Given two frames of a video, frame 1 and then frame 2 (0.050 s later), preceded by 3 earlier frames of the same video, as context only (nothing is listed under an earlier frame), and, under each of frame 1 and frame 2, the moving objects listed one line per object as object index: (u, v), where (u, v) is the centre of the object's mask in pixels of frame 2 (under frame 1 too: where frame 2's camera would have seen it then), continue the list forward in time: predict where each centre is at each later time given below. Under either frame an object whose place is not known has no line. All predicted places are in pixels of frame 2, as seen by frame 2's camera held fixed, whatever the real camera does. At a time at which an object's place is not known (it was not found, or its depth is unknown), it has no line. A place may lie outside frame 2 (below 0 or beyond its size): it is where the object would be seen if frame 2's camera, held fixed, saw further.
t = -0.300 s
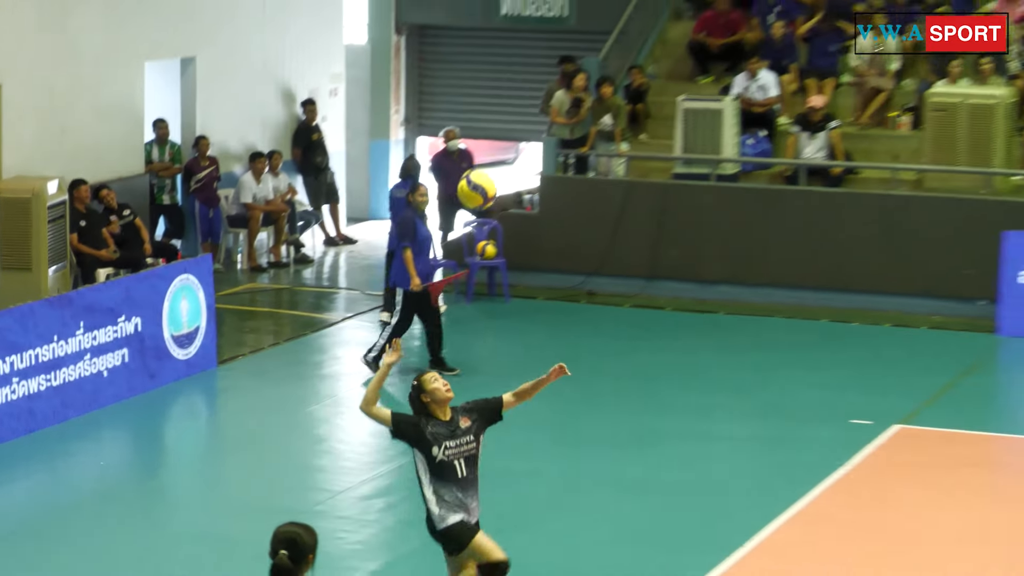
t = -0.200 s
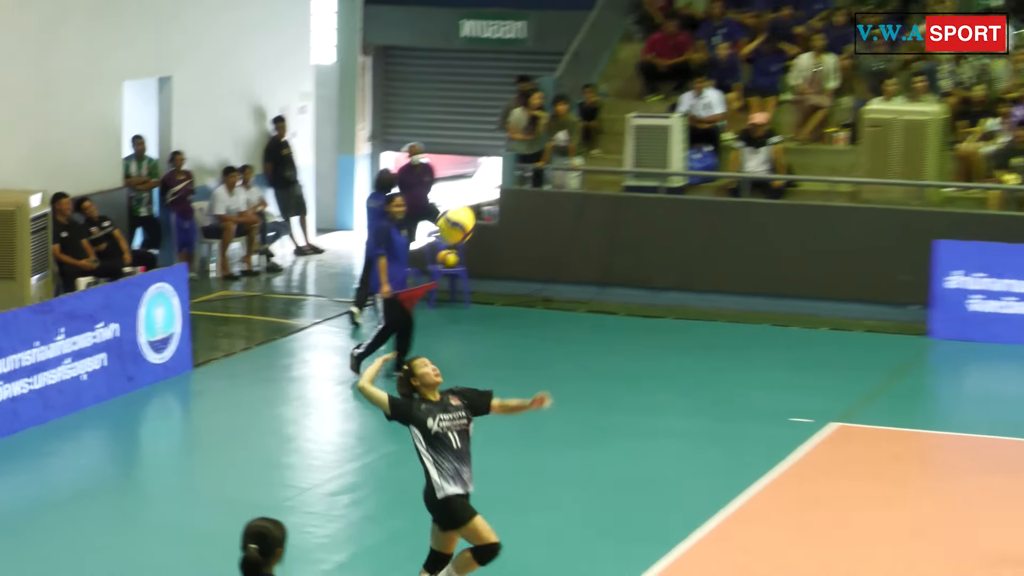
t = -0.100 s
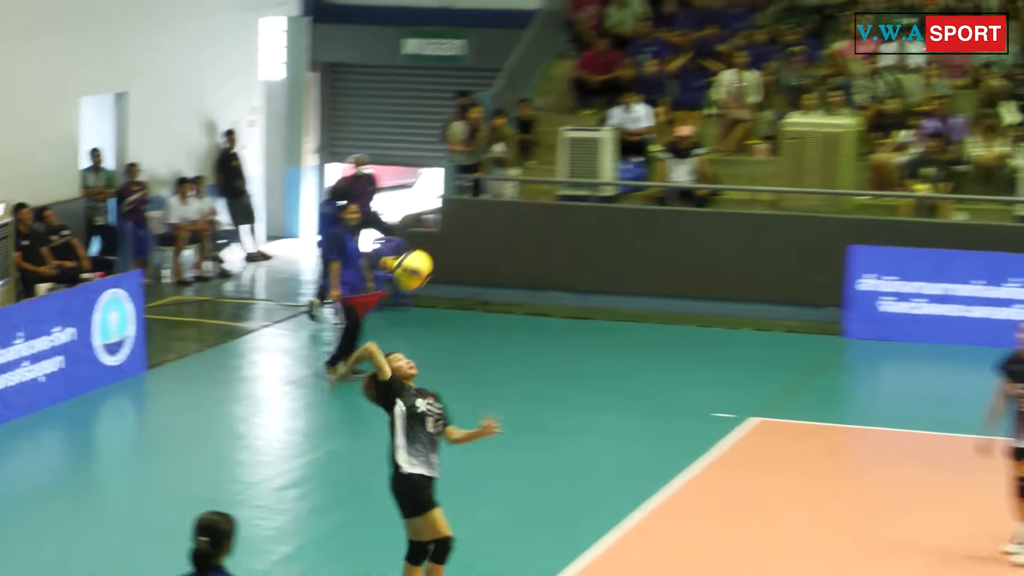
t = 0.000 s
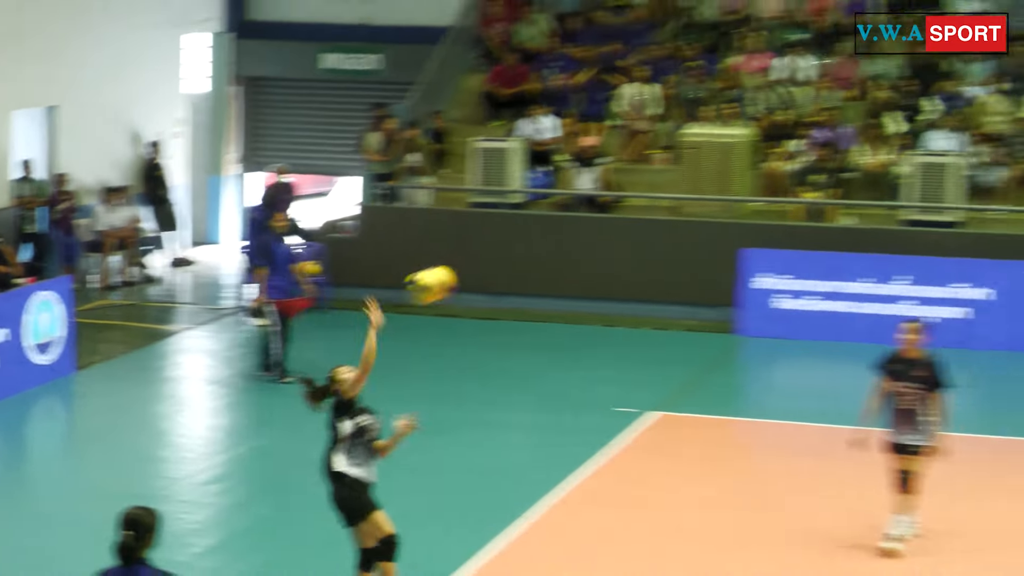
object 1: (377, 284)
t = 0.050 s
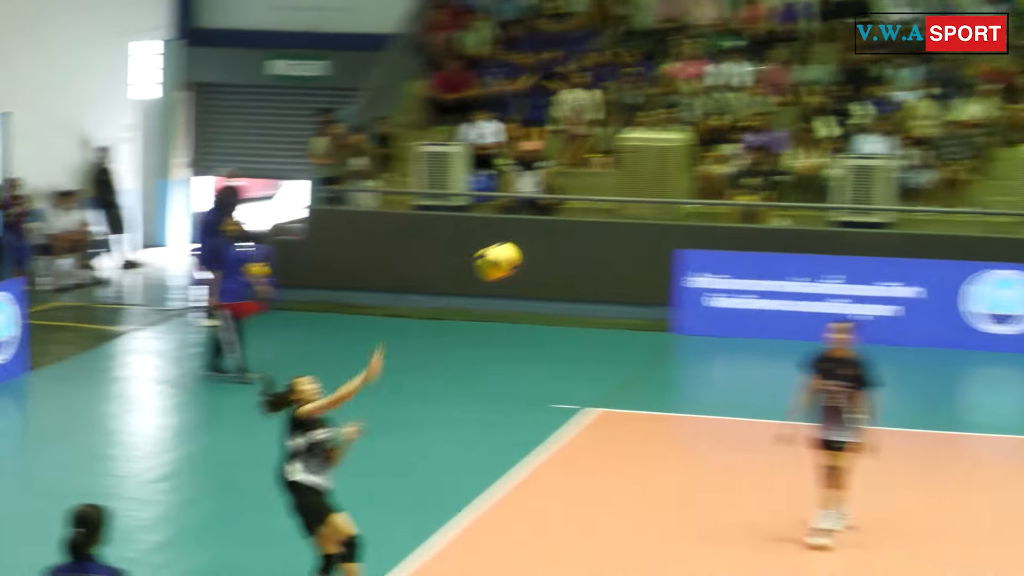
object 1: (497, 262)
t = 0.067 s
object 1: (539, 254)
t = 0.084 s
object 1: (581, 246)
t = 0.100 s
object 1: (622, 239)
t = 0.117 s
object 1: (666, 233)
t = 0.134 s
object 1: (710, 226)
